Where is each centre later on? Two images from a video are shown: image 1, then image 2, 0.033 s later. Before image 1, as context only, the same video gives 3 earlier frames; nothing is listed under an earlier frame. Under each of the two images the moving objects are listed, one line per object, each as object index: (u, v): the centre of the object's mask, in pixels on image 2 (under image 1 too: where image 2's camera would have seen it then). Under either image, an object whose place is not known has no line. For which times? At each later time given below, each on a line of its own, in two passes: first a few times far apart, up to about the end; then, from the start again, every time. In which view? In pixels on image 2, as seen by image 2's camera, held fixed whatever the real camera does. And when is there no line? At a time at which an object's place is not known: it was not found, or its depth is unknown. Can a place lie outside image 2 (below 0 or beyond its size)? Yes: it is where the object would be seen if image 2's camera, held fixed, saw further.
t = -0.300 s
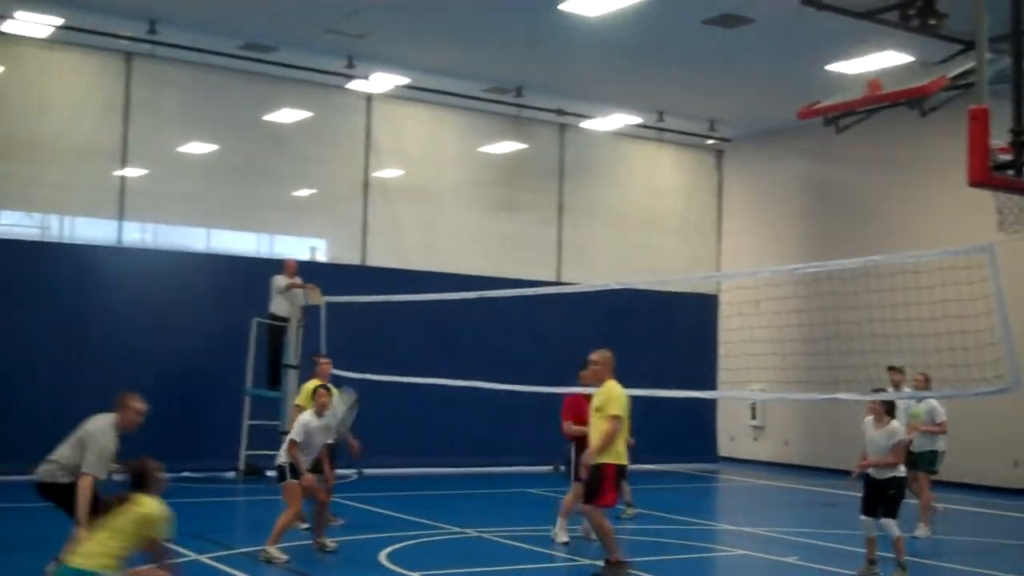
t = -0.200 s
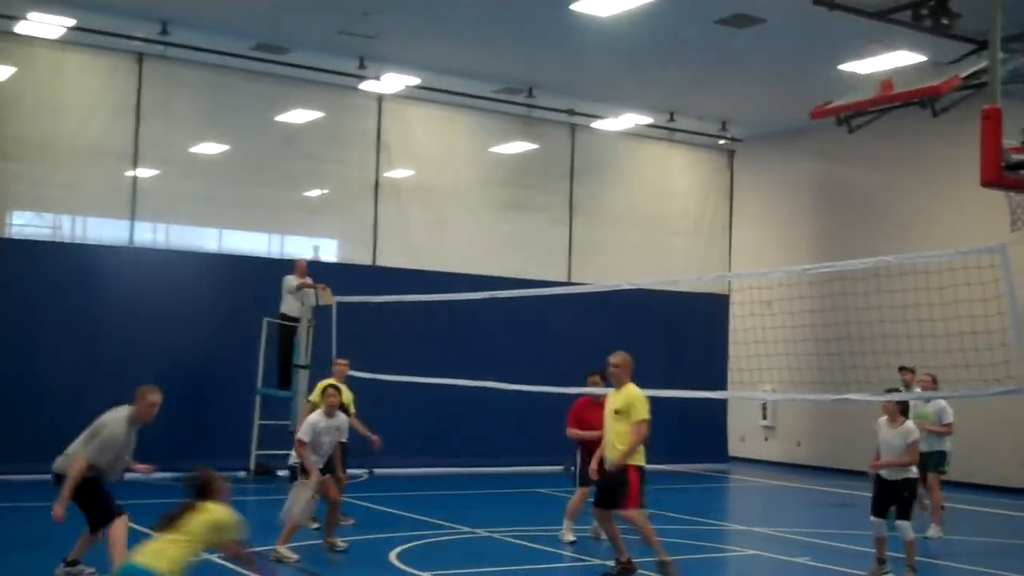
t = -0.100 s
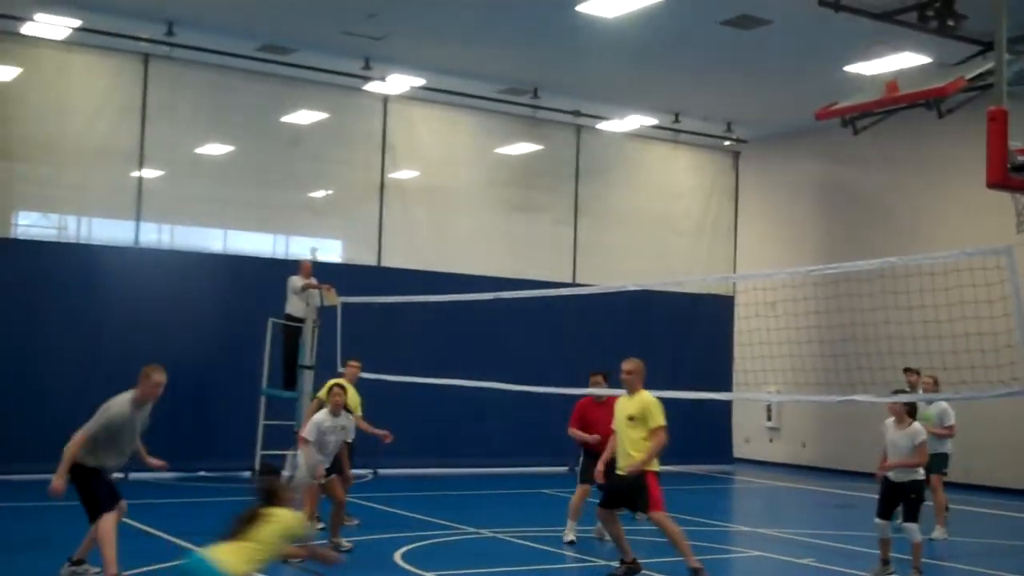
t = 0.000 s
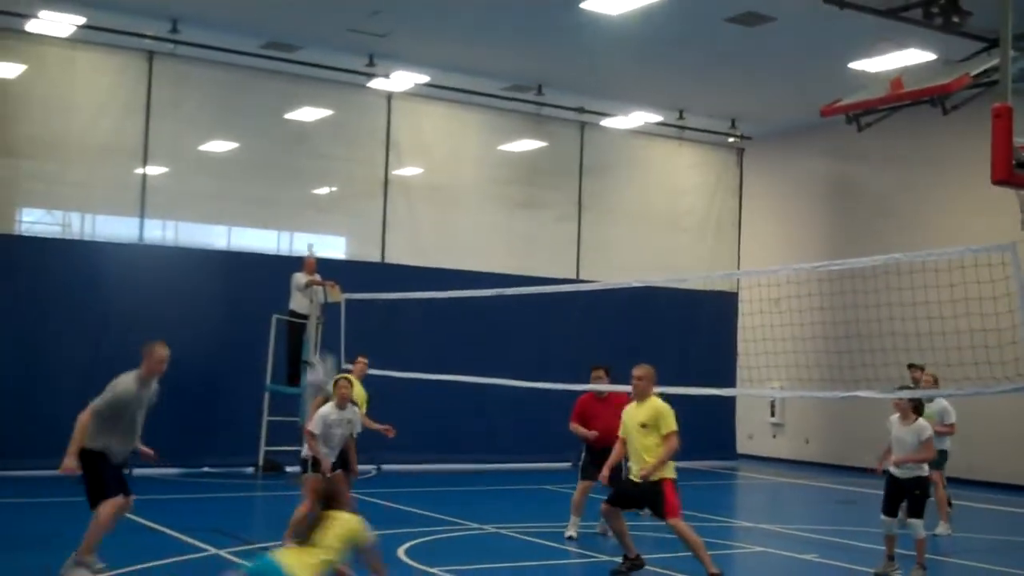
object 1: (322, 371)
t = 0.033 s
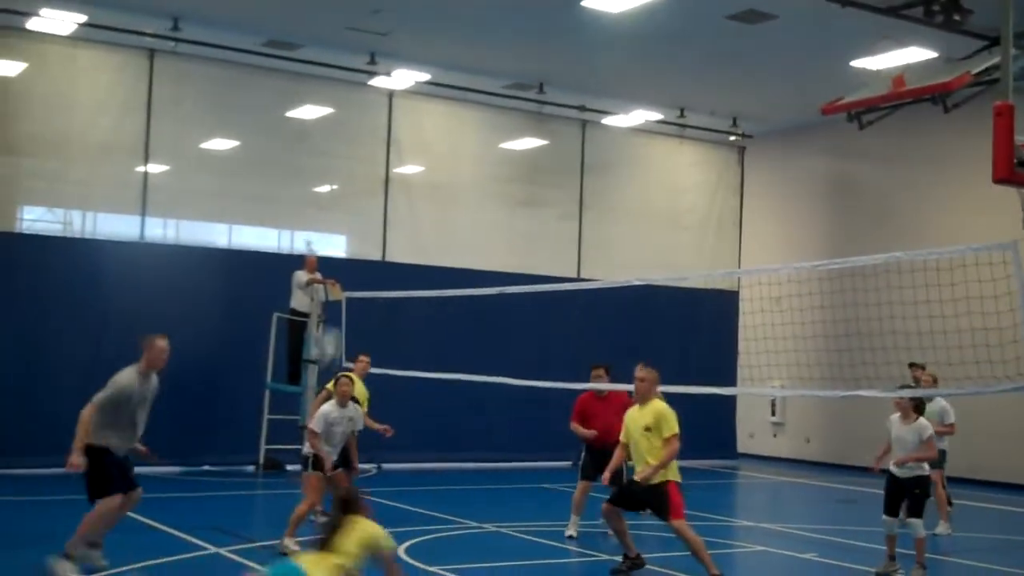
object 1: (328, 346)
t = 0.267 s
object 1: (353, 222)
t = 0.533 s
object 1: (376, 177)
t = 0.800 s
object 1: (391, 221)
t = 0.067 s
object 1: (333, 322)
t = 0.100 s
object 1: (335, 300)
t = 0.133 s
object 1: (339, 282)
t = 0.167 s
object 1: (344, 269)
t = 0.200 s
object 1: (347, 249)
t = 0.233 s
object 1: (350, 237)
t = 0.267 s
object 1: (353, 222)
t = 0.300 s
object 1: (356, 213)
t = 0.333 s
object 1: (360, 203)
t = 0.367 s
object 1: (364, 195)
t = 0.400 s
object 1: (366, 188)
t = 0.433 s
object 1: (368, 183)
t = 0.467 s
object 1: (371, 180)
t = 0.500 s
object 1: (374, 177)
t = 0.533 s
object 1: (376, 177)
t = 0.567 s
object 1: (378, 177)
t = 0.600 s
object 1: (380, 180)
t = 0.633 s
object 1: (382, 182)
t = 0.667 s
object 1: (385, 188)
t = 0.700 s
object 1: (387, 195)
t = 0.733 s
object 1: (388, 201)
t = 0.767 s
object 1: (390, 210)
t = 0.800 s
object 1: (391, 221)
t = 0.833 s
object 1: (393, 233)
